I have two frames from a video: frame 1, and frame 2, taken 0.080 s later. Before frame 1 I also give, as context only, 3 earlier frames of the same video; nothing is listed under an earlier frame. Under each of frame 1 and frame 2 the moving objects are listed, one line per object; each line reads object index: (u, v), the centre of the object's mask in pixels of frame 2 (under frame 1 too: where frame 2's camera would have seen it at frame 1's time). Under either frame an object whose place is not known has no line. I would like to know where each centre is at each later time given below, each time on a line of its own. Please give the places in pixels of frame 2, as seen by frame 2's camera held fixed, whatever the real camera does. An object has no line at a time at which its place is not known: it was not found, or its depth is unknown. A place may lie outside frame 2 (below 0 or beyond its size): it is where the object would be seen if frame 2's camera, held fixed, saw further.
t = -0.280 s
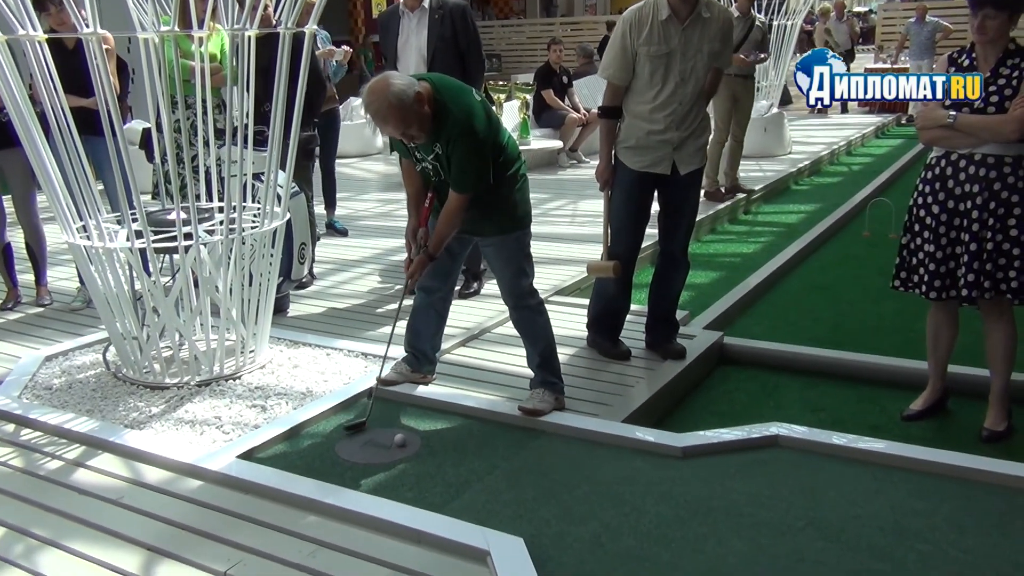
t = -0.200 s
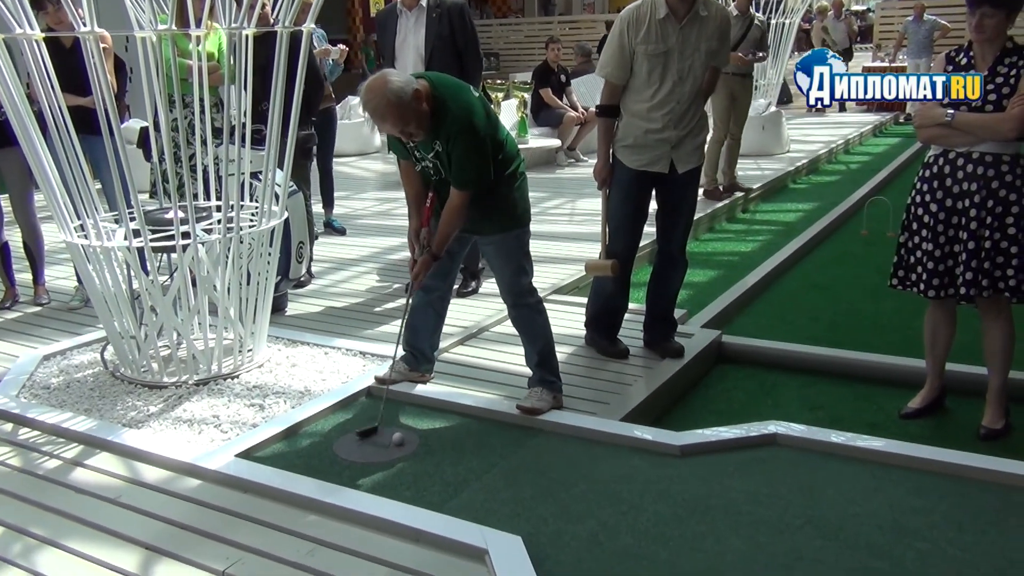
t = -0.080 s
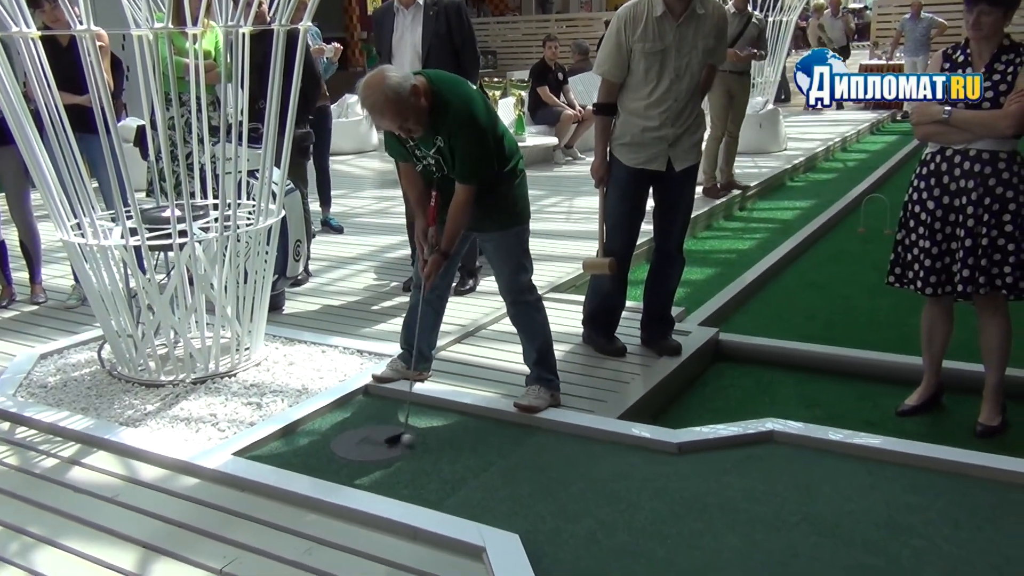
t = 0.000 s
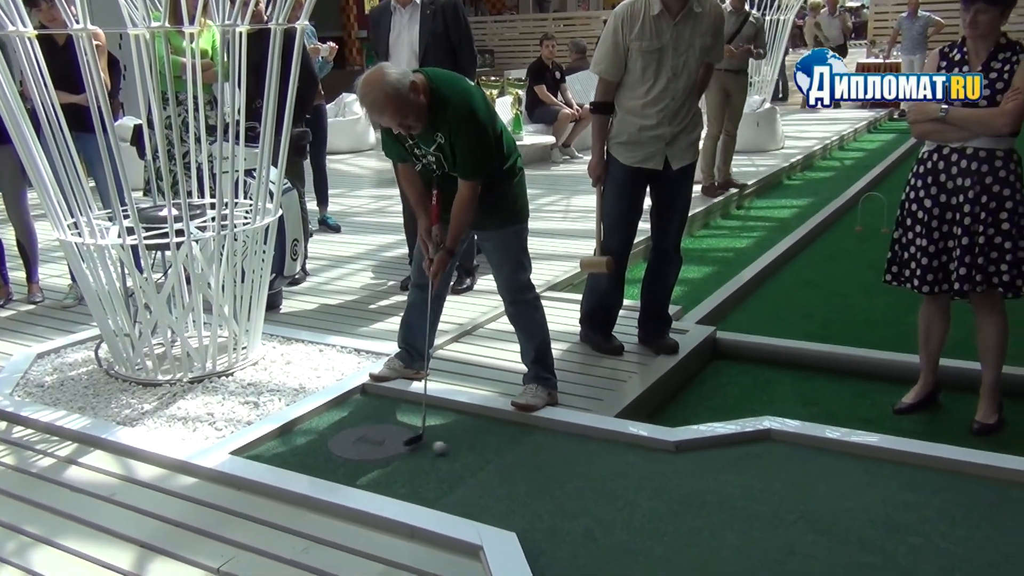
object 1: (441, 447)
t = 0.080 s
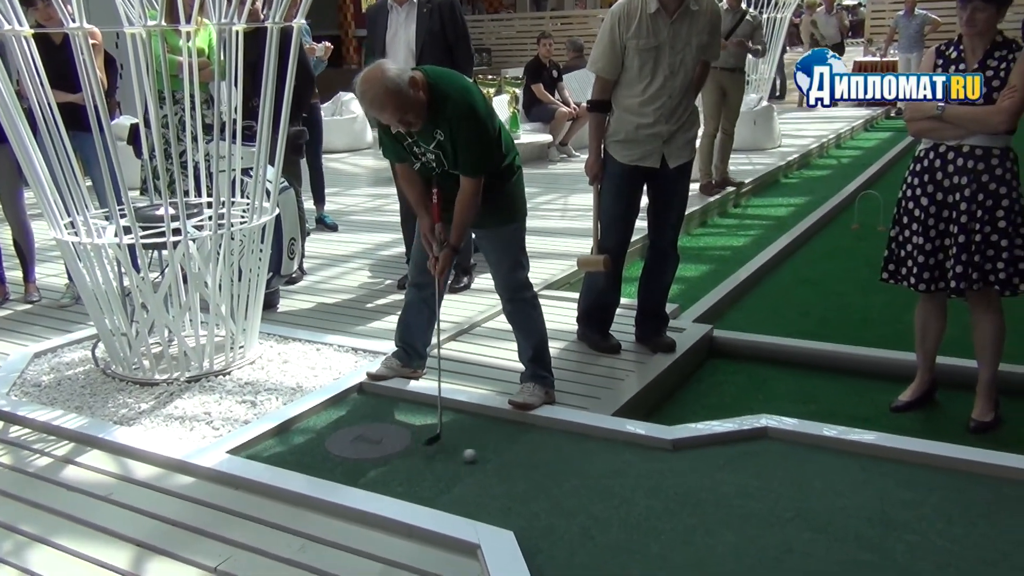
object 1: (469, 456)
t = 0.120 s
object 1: (484, 459)
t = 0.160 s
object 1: (493, 464)
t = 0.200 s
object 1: (505, 468)
